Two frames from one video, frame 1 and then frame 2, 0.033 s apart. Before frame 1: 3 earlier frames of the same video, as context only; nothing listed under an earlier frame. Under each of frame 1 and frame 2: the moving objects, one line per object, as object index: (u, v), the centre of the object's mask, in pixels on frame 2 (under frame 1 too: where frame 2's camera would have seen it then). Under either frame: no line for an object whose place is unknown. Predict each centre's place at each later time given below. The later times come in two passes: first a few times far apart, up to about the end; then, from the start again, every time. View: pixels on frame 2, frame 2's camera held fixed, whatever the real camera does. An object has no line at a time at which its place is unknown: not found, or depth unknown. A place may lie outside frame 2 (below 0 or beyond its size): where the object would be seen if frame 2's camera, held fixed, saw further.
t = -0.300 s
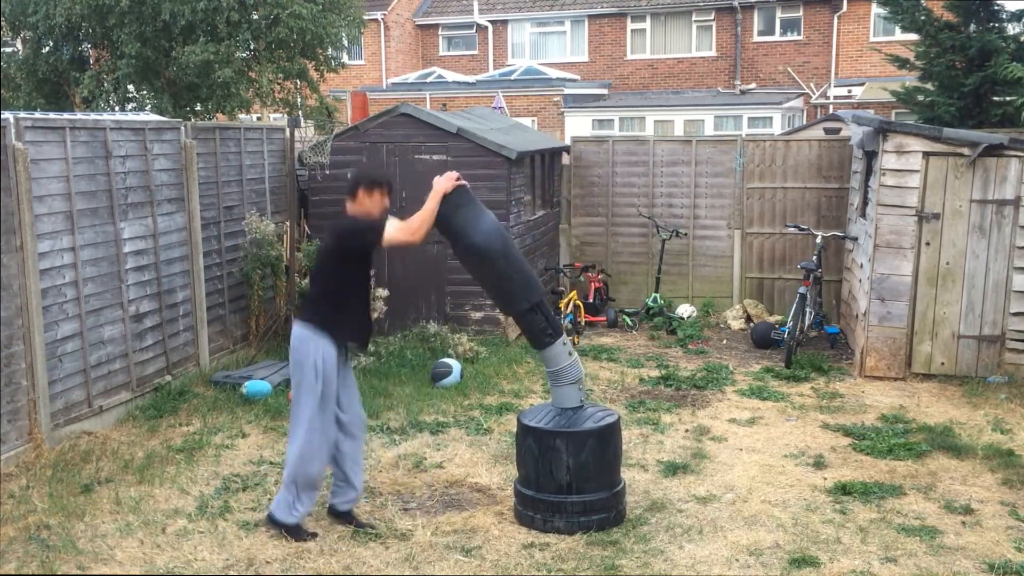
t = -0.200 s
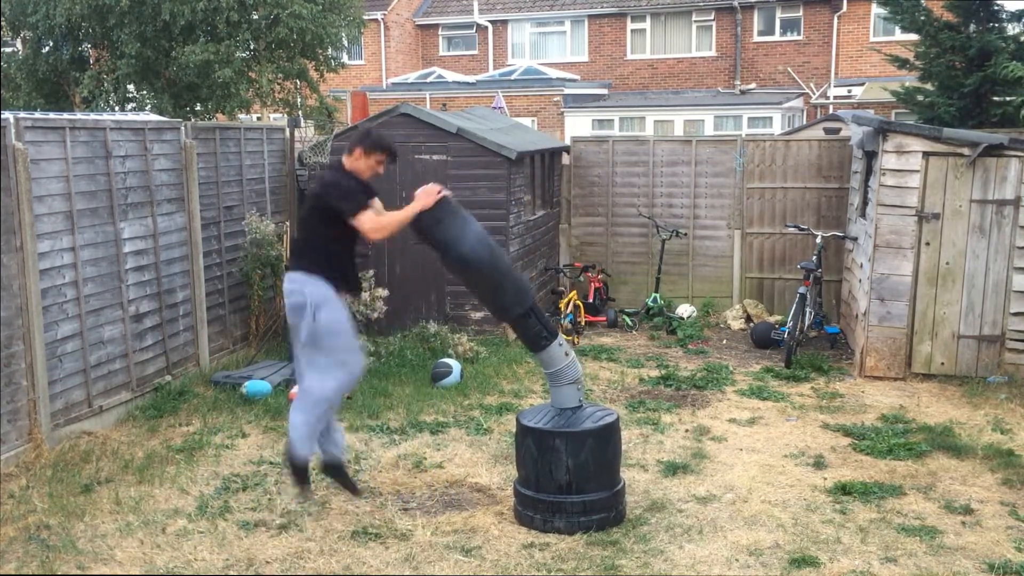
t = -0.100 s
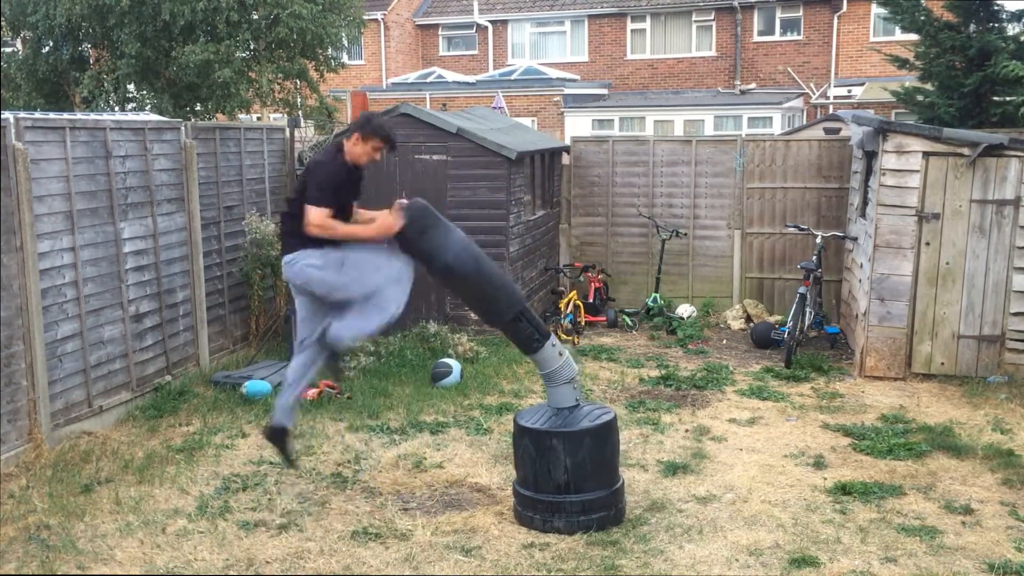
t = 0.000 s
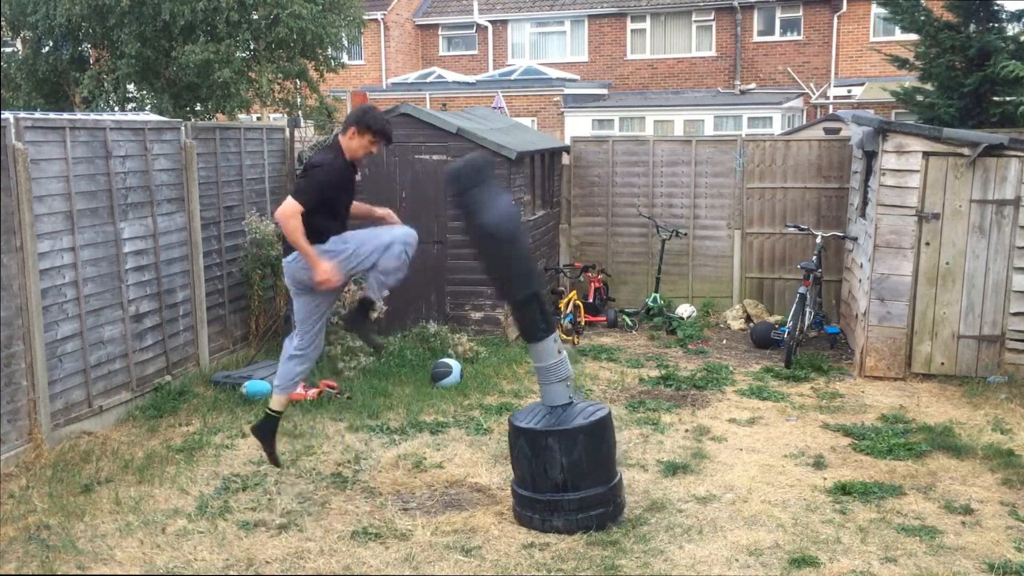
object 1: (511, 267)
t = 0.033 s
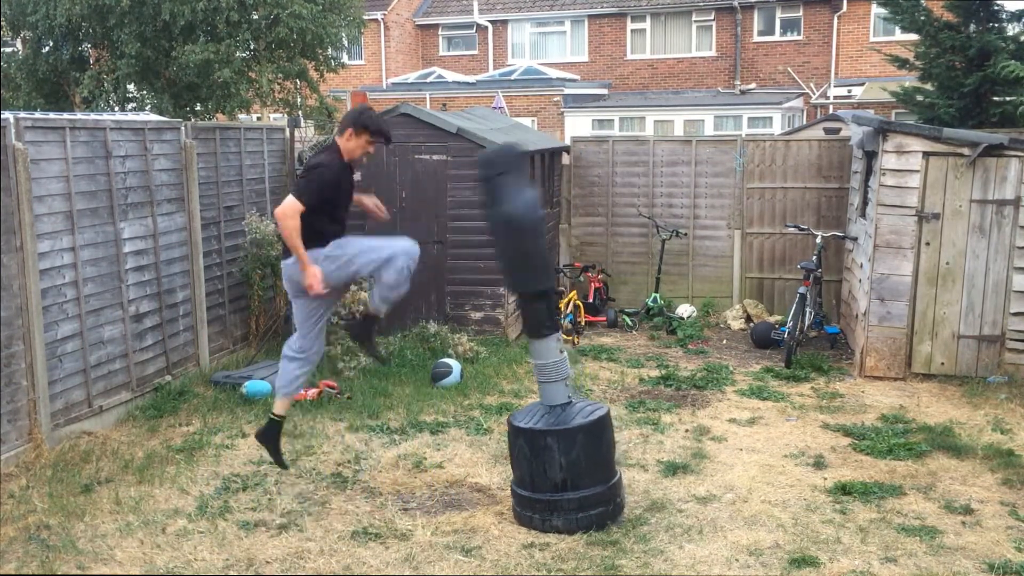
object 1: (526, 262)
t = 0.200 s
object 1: (604, 264)
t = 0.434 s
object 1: (625, 272)
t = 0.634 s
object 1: (552, 266)
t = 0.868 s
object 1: (506, 275)
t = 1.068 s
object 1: (558, 263)
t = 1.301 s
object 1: (611, 267)
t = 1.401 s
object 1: (608, 266)
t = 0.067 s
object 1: (542, 259)
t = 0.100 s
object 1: (557, 259)
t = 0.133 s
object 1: (573, 261)
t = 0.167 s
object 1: (590, 262)
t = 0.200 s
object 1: (604, 264)
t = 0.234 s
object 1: (615, 270)
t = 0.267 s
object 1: (625, 271)
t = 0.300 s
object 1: (631, 274)
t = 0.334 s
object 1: (633, 276)
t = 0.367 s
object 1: (634, 276)
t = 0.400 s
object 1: (631, 275)
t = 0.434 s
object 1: (625, 272)
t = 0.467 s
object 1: (617, 268)
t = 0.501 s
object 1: (606, 265)
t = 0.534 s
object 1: (593, 264)
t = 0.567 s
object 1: (580, 262)
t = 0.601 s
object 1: (566, 264)
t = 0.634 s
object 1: (552, 266)
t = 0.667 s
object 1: (539, 266)
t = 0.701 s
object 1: (527, 269)
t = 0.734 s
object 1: (518, 273)
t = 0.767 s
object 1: (511, 276)
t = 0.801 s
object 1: (506, 277)
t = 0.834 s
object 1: (505, 276)
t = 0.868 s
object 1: (506, 275)
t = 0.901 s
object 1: (510, 273)
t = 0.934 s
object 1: (517, 269)
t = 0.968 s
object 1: (526, 267)
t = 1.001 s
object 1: (536, 266)
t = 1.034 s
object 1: (547, 264)
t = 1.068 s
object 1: (558, 263)
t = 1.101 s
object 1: (569, 264)
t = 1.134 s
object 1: (579, 263)
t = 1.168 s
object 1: (588, 263)
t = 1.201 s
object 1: (596, 264)
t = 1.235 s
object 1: (603, 266)
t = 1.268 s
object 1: (608, 267)
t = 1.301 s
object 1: (611, 267)
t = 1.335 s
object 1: (612, 267)
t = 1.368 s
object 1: (611, 267)
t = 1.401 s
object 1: (608, 266)
